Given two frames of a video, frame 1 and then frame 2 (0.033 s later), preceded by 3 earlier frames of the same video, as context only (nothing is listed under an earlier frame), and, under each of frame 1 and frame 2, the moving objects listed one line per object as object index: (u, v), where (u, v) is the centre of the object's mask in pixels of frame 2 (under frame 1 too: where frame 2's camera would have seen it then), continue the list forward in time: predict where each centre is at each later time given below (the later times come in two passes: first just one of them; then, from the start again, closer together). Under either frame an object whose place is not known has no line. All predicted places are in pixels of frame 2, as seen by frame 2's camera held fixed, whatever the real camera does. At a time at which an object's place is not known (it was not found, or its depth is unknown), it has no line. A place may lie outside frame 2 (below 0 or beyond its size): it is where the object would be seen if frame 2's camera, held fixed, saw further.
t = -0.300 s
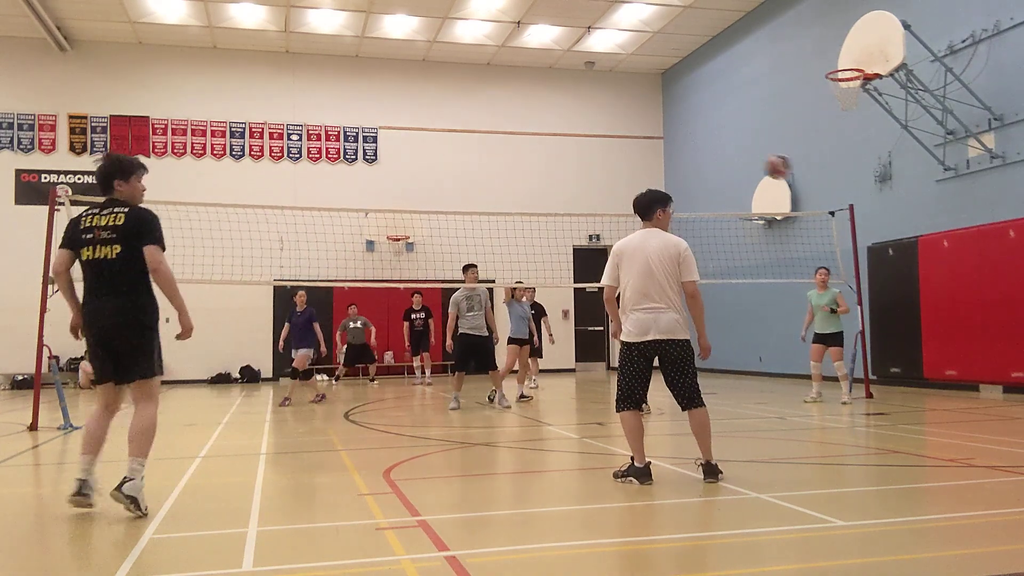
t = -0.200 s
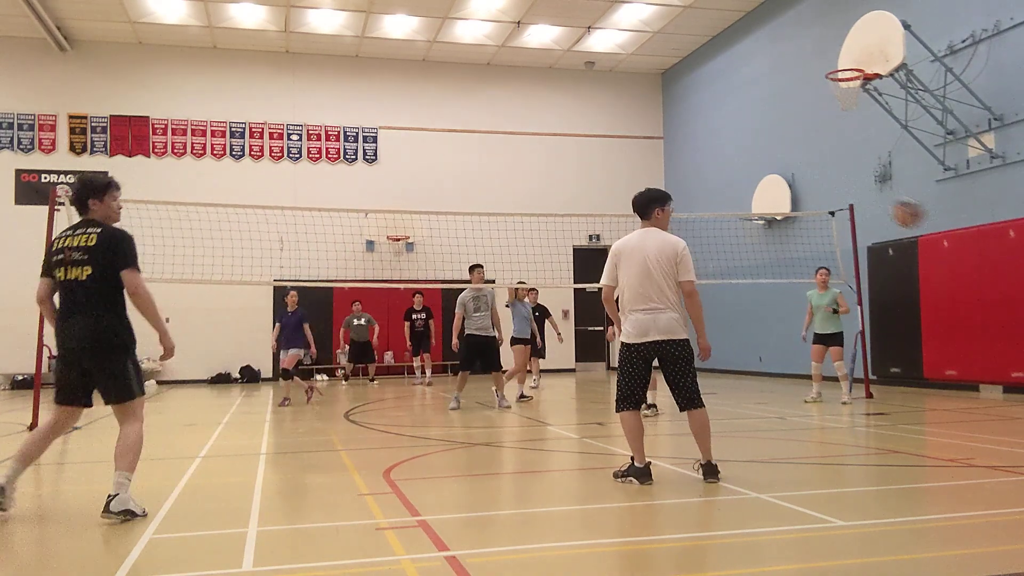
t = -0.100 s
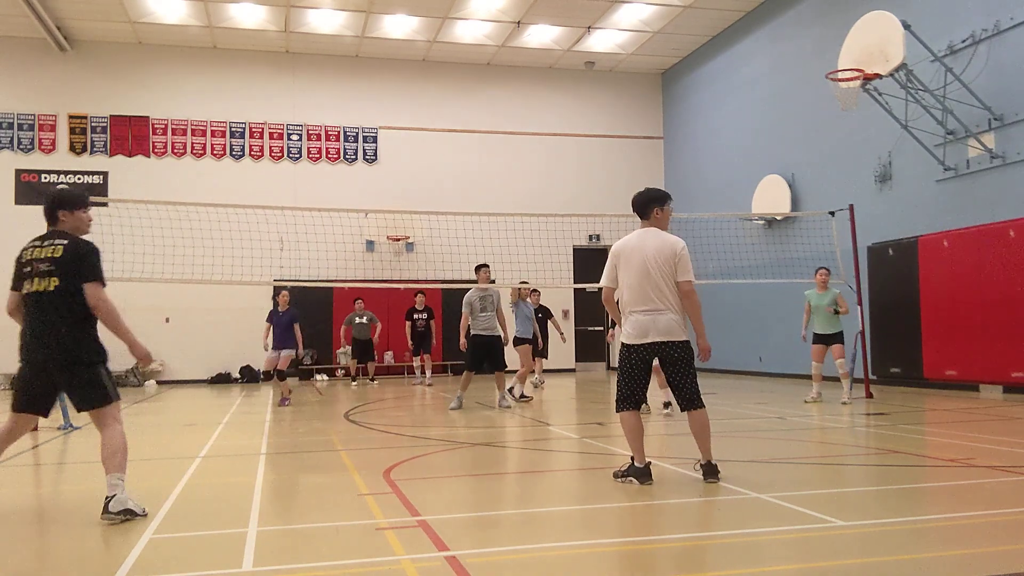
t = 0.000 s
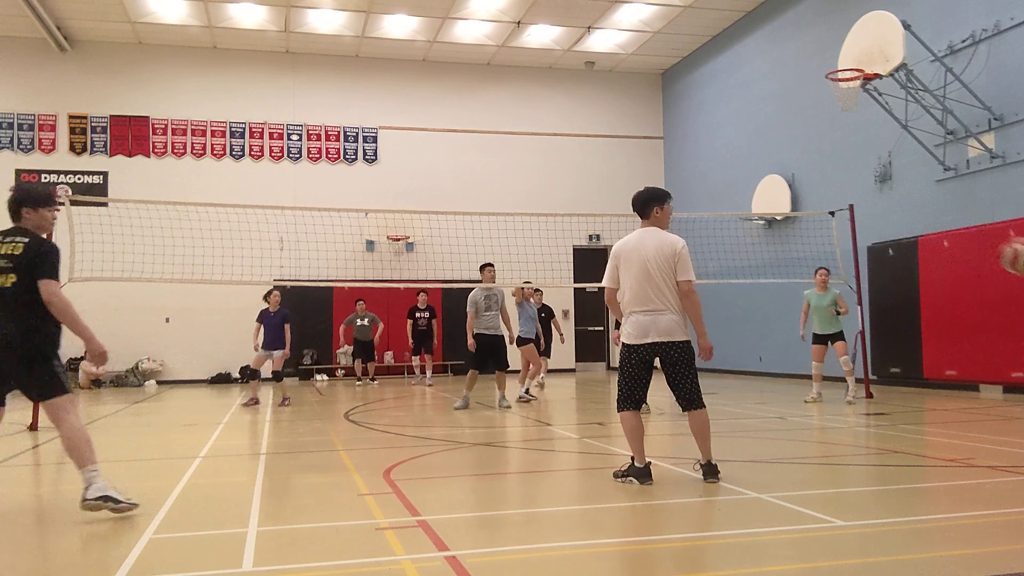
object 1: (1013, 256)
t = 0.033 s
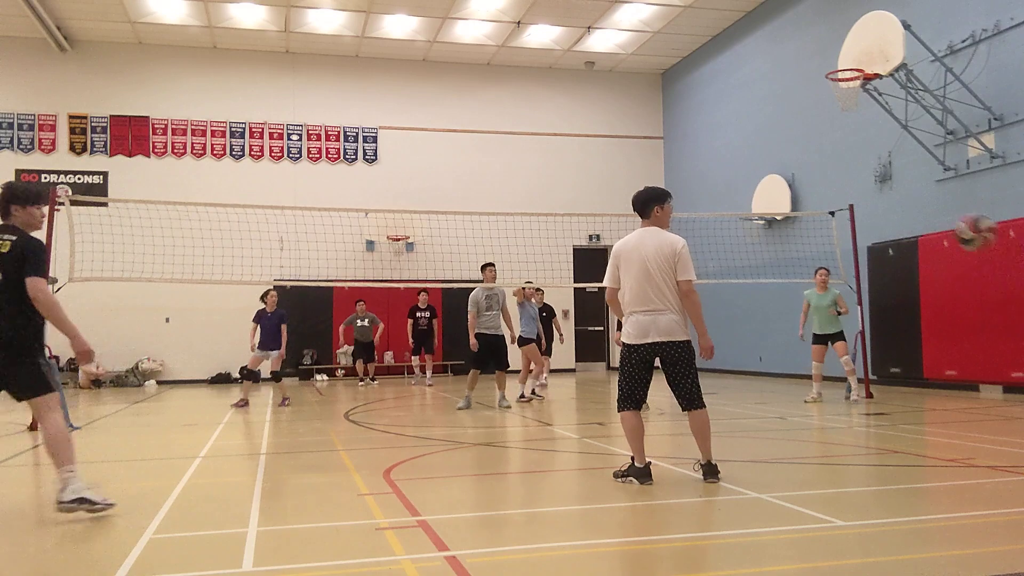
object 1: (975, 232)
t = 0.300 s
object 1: (592, 104)
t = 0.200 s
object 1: (738, 138)
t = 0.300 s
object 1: (592, 104)
